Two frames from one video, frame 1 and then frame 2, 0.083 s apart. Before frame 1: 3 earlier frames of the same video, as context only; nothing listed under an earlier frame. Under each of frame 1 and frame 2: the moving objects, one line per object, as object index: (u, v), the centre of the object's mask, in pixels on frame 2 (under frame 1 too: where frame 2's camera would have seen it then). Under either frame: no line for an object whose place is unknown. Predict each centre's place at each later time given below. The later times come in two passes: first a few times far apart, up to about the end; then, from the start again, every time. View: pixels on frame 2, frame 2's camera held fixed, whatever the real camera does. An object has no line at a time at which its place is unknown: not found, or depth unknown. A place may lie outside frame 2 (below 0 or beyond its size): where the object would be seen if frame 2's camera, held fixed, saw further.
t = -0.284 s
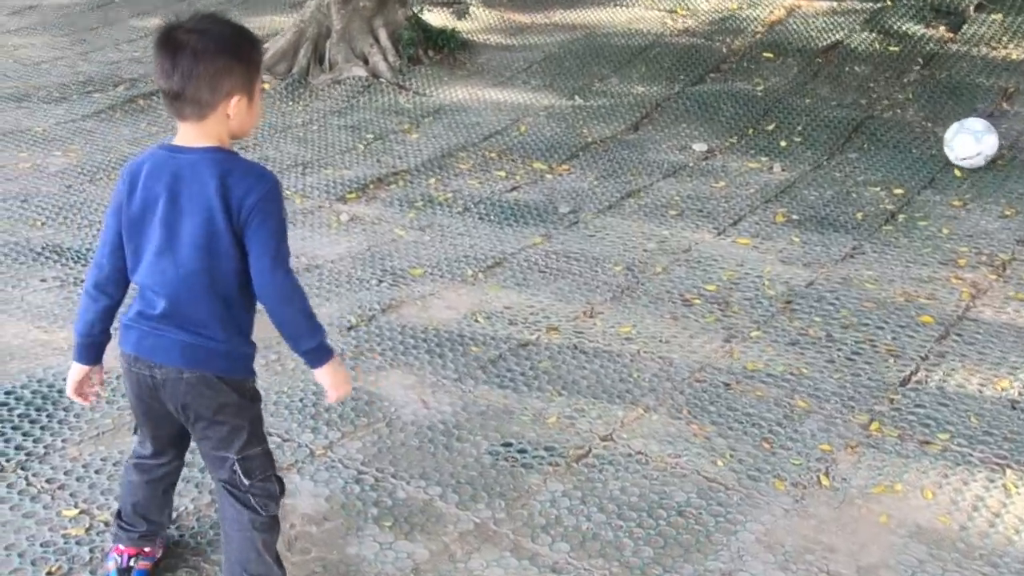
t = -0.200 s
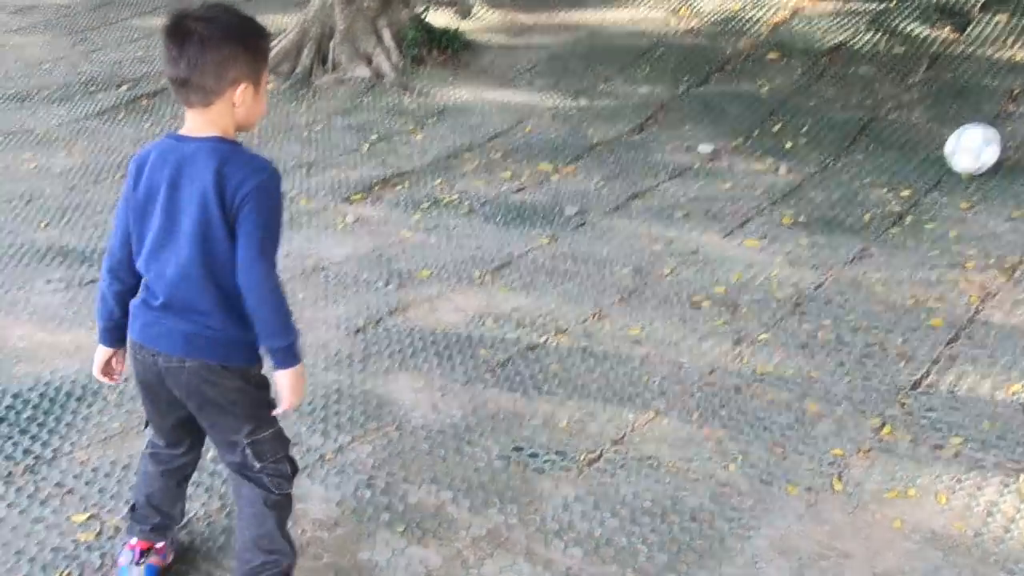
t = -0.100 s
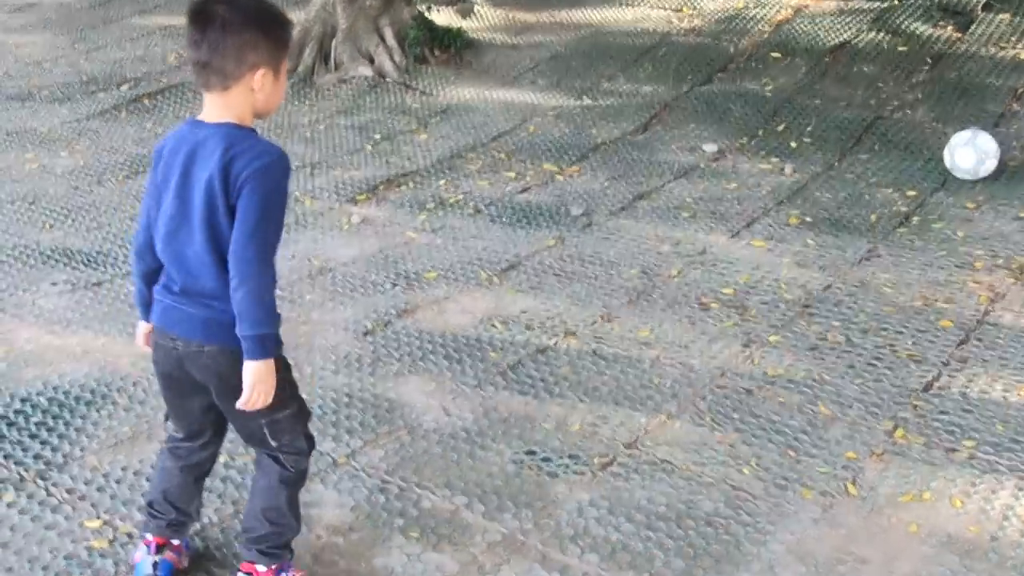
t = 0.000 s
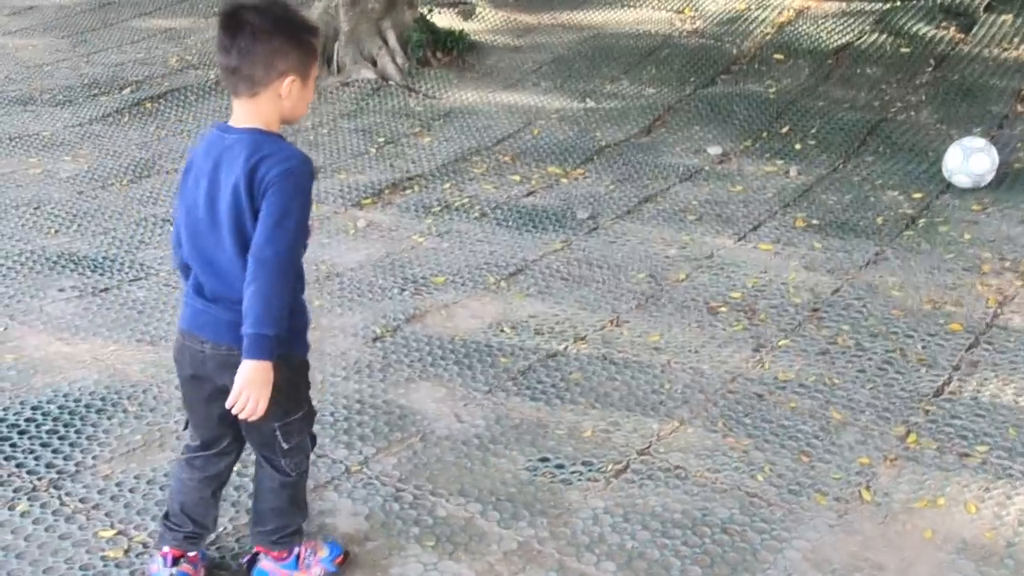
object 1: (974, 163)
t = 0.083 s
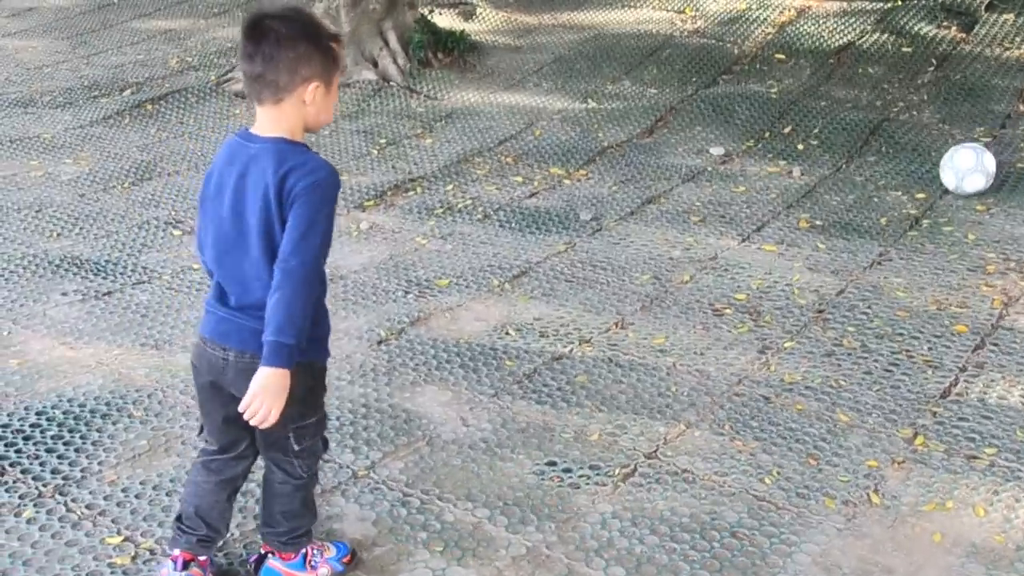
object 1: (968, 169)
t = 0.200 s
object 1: (959, 176)
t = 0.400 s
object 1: (942, 194)
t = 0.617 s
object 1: (921, 216)
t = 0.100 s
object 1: (966, 170)
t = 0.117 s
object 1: (965, 171)
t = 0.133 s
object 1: (964, 172)
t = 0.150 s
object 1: (963, 173)
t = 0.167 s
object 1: (961, 174)
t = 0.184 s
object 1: (960, 176)
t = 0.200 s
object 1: (959, 176)
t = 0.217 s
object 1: (958, 178)
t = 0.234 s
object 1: (956, 180)
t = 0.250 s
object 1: (955, 183)
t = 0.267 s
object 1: (953, 184)
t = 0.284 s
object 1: (952, 186)
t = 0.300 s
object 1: (951, 187)
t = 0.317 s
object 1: (949, 188)
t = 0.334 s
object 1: (948, 190)
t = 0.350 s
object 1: (946, 191)
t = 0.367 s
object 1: (945, 192)
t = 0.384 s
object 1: (944, 193)
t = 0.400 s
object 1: (942, 194)
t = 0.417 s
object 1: (941, 196)
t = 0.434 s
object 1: (939, 197)
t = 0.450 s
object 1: (938, 198)
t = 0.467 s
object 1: (936, 199)
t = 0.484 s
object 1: (934, 200)
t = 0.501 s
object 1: (933, 203)
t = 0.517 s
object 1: (931, 204)
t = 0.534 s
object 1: (930, 206)
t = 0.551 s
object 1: (928, 208)
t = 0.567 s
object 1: (926, 211)
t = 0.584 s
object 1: (924, 212)
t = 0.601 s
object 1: (923, 214)
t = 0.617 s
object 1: (921, 216)
